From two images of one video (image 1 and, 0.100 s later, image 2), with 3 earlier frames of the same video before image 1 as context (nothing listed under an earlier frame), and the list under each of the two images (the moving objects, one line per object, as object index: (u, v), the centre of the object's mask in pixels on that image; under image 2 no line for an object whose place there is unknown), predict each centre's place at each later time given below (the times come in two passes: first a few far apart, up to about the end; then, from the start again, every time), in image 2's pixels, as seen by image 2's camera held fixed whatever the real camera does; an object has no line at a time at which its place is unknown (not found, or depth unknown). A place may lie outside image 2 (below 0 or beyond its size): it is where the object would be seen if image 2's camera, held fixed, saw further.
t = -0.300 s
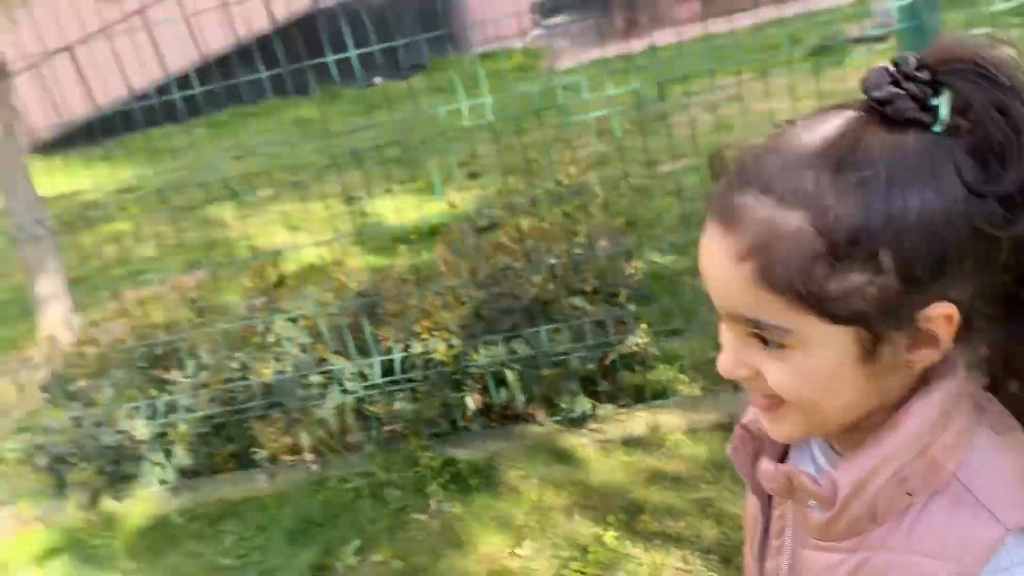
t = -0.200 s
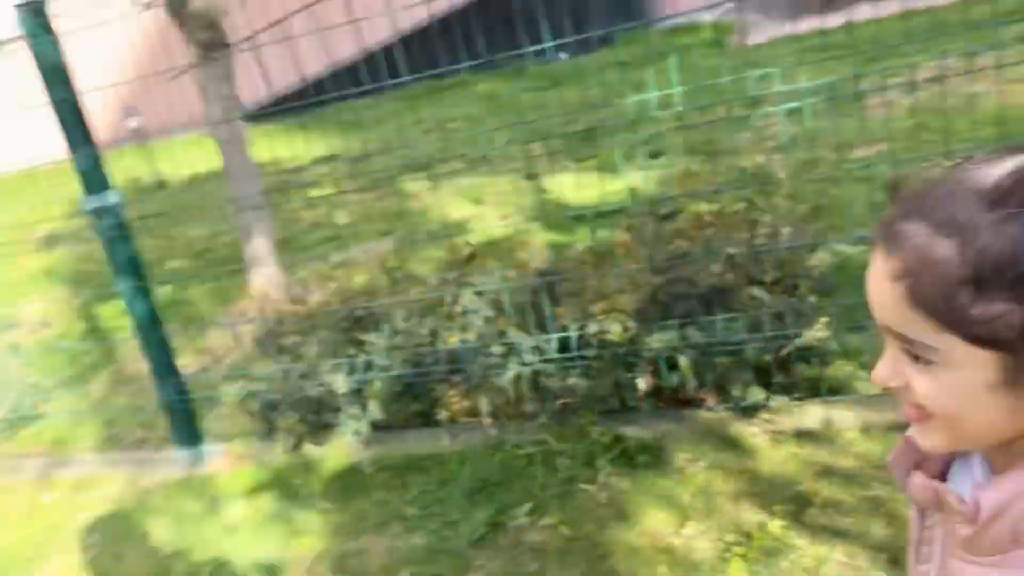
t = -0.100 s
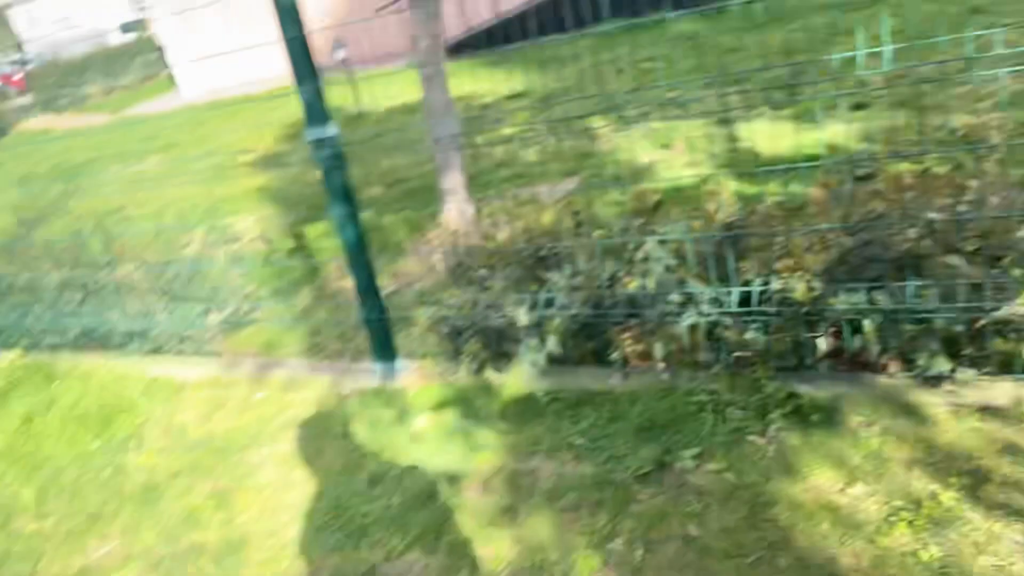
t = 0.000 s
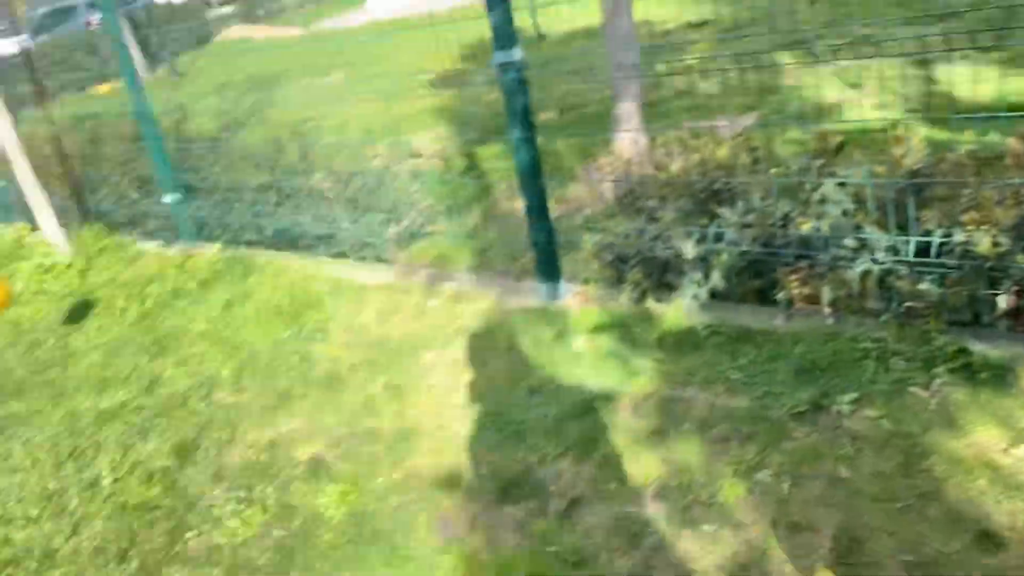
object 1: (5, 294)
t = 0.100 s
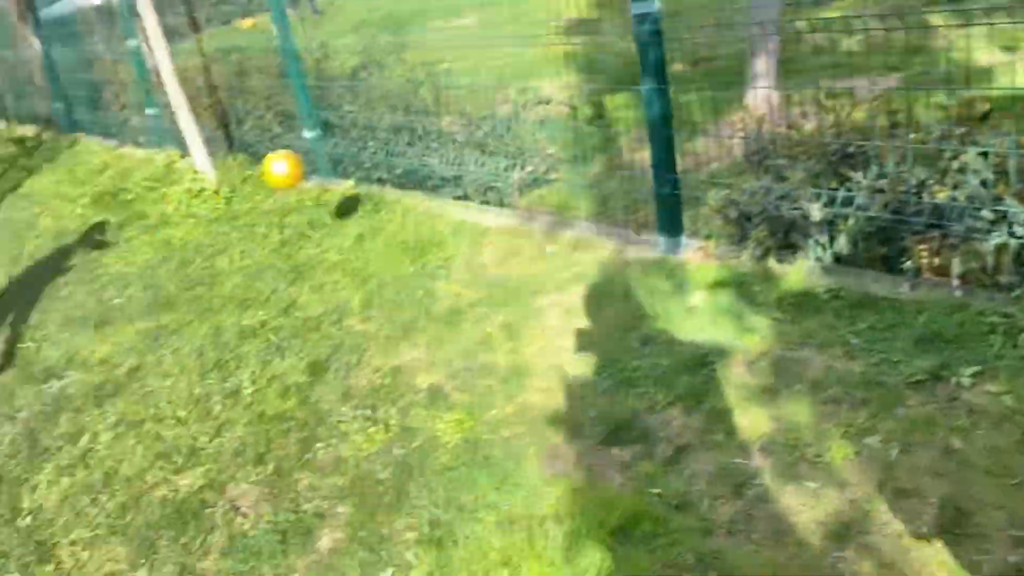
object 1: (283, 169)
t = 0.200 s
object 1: (435, 140)
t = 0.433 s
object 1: (609, 207)
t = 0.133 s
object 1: (333, 159)
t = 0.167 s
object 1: (383, 149)
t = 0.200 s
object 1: (435, 140)
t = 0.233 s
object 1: (489, 134)
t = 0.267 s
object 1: (544, 128)
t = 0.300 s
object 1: (580, 131)
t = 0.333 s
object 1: (586, 143)
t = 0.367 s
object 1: (593, 160)
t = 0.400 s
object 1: (600, 181)
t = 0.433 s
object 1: (609, 207)
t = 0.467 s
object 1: (621, 236)
